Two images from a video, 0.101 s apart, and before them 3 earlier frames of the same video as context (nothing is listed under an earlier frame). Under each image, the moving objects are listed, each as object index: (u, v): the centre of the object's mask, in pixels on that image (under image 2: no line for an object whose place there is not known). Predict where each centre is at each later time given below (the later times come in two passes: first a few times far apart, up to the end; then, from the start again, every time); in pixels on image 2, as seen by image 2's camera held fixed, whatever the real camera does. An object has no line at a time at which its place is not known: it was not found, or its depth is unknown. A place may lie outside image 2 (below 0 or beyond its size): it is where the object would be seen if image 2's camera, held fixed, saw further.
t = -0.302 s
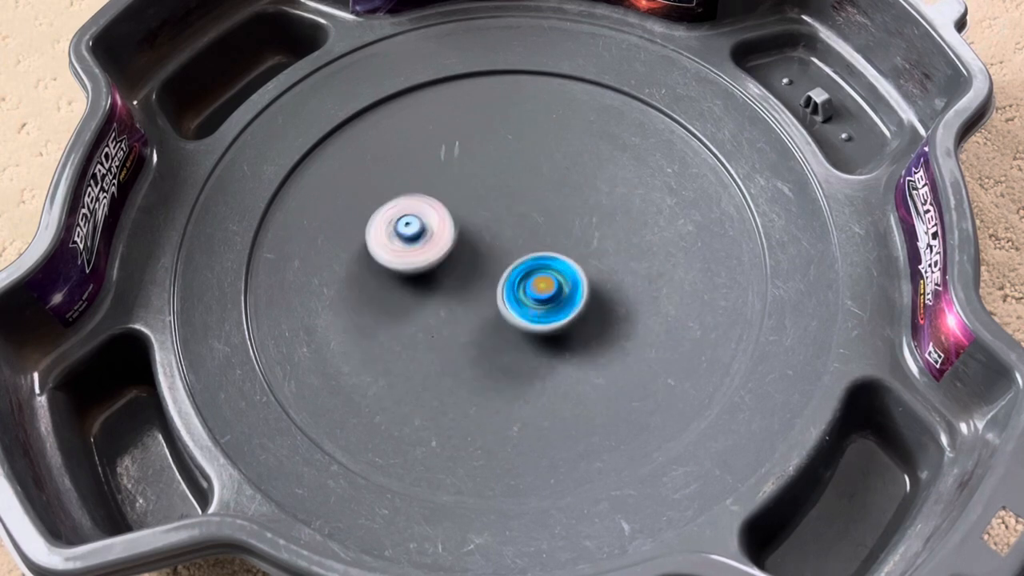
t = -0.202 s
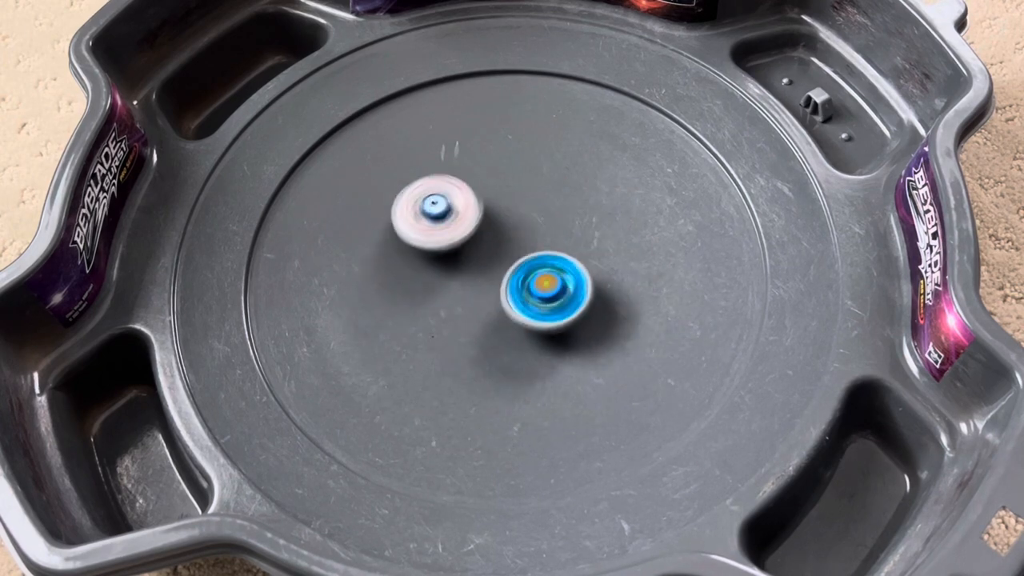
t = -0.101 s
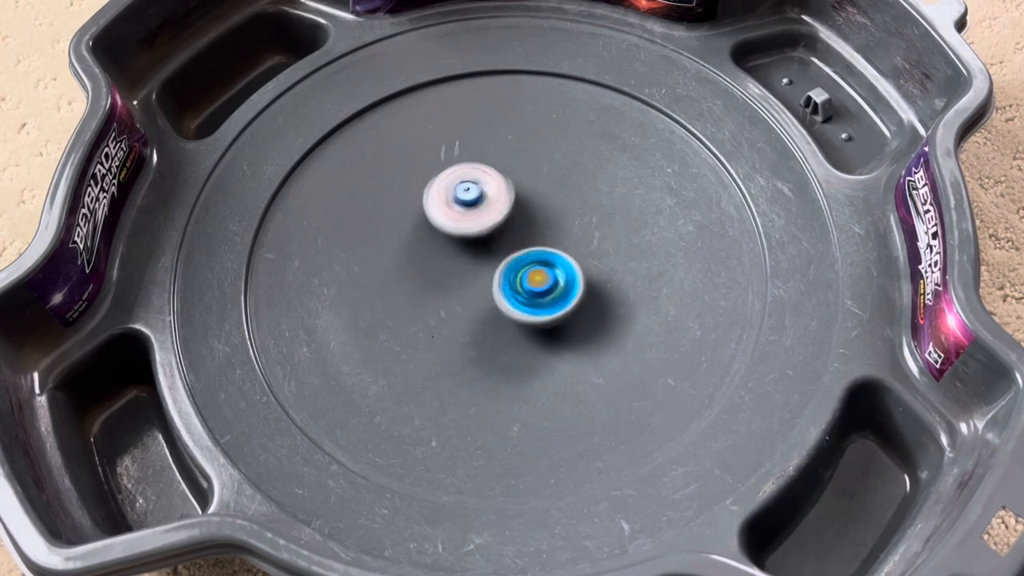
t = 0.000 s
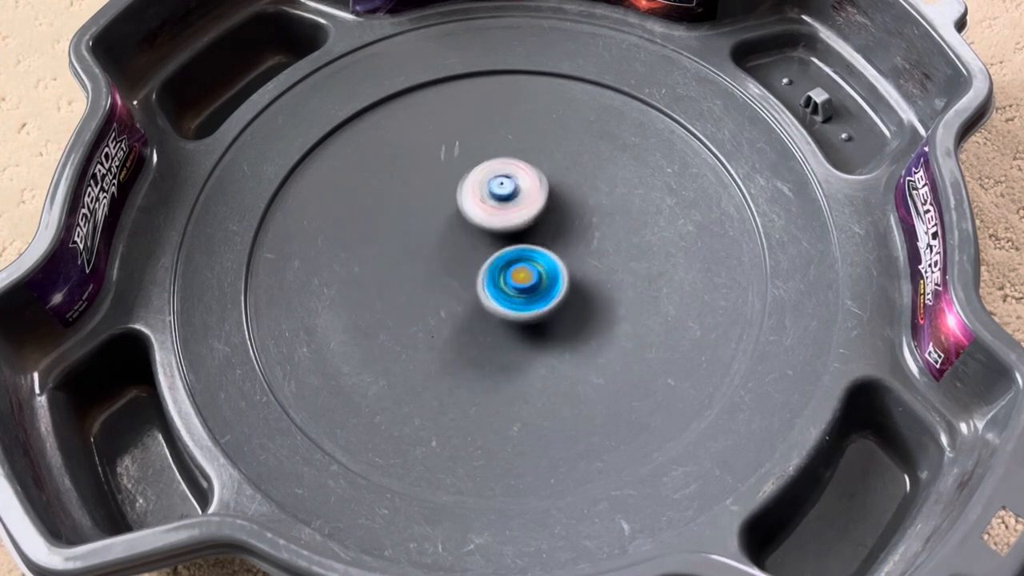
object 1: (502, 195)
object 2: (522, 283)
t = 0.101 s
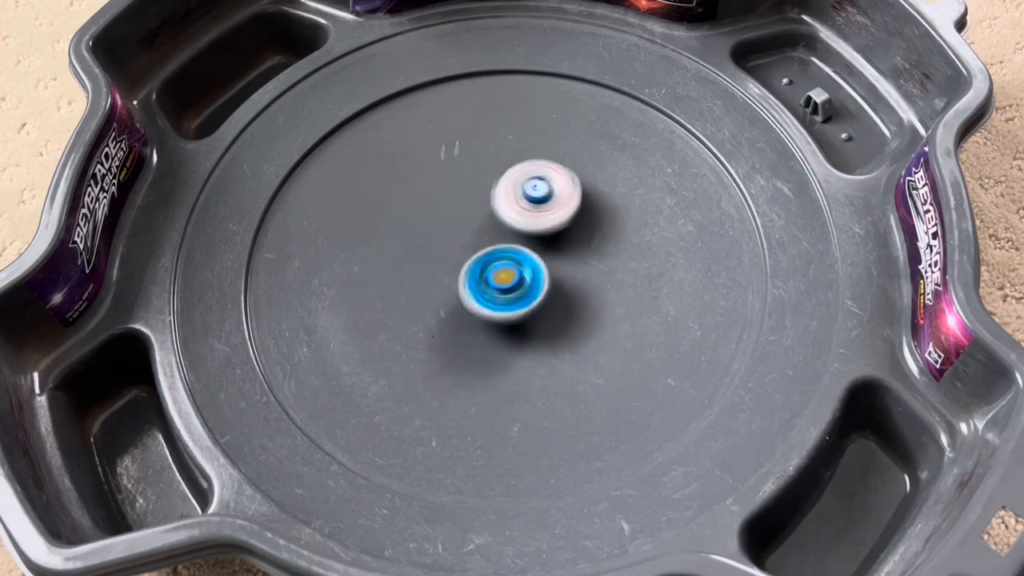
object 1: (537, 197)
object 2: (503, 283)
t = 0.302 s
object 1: (591, 226)
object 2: (473, 290)
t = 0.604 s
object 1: (585, 305)
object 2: (484, 282)
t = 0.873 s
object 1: (545, 354)
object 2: (417, 237)
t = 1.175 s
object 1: (486, 330)
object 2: (410, 223)
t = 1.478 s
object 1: (525, 346)
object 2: (396, 176)
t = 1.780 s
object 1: (532, 288)
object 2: (491, 205)
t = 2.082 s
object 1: (529, 289)
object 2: (556, 196)
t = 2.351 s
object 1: (491, 290)
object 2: (581, 172)
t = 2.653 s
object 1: (453, 286)
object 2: (586, 198)
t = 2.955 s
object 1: (475, 269)
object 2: (567, 248)
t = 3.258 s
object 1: (455, 281)
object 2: (586, 286)
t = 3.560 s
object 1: (463, 273)
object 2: (581, 306)
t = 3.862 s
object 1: (477, 267)
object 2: (582, 295)
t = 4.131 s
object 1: (482, 275)
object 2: (610, 271)
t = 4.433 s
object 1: (433, 296)
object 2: (618, 232)
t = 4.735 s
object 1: (464, 273)
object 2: (597, 215)
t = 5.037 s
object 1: (451, 265)
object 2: (546, 225)
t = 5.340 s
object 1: (423, 268)
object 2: (529, 241)
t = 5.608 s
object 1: (405, 271)
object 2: (564, 267)
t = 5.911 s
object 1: (442, 250)
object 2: (576, 286)
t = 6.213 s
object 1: (474, 213)
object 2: (532, 286)
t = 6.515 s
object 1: (514, 205)
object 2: (513, 272)
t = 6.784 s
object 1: (572, 228)
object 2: (486, 258)
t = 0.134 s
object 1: (547, 199)
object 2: (499, 284)
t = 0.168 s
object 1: (558, 203)
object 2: (493, 284)
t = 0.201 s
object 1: (567, 208)
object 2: (487, 285)
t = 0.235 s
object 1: (576, 213)
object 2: (483, 286)
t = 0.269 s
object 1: (584, 219)
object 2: (477, 288)
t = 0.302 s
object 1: (591, 226)
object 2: (473, 290)
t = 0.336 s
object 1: (596, 234)
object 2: (470, 291)
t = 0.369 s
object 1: (601, 242)
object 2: (469, 293)
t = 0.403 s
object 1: (604, 251)
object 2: (470, 294)
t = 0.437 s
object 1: (605, 261)
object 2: (471, 294)
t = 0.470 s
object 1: (604, 270)
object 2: (474, 294)
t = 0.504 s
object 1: (602, 280)
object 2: (477, 291)
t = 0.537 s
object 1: (598, 289)
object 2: (479, 289)
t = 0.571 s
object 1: (592, 297)
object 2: (482, 285)
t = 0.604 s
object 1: (585, 305)
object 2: (484, 282)
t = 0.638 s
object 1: (576, 312)
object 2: (487, 278)
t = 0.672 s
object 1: (578, 321)
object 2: (476, 268)
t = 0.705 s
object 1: (585, 330)
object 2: (462, 258)
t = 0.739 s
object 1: (584, 337)
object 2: (452, 251)
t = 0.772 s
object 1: (575, 343)
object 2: (442, 246)
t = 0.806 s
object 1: (567, 348)
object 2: (433, 242)
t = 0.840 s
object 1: (556, 352)
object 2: (424, 239)
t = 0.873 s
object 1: (545, 354)
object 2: (417, 237)
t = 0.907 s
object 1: (534, 354)
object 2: (410, 235)
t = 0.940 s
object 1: (522, 352)
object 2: (406, 234)
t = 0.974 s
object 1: (512, 349)
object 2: (403, 234)
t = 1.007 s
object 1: (502, 344)
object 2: (401, 236)
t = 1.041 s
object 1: (492, 339)
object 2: (403, 237)
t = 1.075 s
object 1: (484, 333)
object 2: (407, 240)
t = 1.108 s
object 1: (477, 325)
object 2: (413, 242)
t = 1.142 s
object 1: (471, 317)
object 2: (419, 244)
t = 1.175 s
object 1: (486, 330)
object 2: (410, 223)
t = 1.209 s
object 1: (508, 347)
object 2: (397, 198)
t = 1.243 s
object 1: (527, 358)
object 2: (391, 185)
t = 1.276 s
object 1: (539, 364)
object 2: (388, 178)
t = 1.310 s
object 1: (544, 365)
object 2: (384, 173)
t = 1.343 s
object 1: (543, 366)
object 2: (381, 170)
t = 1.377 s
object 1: (538, 364)
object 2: (380, 168)
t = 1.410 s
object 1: (533, 360)
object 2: (384, 170)
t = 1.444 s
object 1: (528, 354)
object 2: (388, 172)
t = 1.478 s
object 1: (525, 346)
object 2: (396, 176)
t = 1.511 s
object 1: (523, 337)
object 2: (404, 180)
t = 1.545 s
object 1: (522, 329)
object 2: (415, 184)
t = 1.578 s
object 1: (521, 321)
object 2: (426, 189)
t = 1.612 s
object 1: (522, 312)
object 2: (438, 194)
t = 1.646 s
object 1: (522, 304)
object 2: (451, 199)
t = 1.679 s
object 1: (522, 296)
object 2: (462, 205)
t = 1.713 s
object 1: (523, 288)
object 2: (475, 211)
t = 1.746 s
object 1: (527, 285)
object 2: (484, 210)
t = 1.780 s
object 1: (532, 288)
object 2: (491, 205)
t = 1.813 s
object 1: (535, 287)
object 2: (502, 206)
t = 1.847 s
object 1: (538, 288)
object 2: (510, 204)
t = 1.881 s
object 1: (542, 297)
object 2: (516, 198)
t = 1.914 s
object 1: (542, 300)
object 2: (524, 196)
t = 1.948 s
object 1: (540, 301)
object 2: (532, 195)
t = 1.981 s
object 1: (538, 299)
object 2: (539, 194)
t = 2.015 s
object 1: (535, 298)
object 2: (545, 194)
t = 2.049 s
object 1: (532, 293)
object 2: (552, 195)
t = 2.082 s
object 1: (529, 289)
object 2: (556, 196)
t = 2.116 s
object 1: (526, 282)
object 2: (561, 199)
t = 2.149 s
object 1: (525, 279)
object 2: (566, 199)
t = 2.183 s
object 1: (518, 288)
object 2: (575, 188)
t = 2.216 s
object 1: (513, 293)
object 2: (580, 181)
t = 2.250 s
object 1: (506, 293)
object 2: (583, 177)
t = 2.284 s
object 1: (501, 294)
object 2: (584, 174)
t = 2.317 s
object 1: (494, 292)
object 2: (583, 172)
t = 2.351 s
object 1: (491, 290)
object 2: (581, 172)
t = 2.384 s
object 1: (486, 285)
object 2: (576, 176)
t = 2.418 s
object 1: (485, 281)
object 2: (572, 180)
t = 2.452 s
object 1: (484, 274)
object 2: (568, 187)
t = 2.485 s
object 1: (487, 269)
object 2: (563, 194)
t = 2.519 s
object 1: (491, 264)
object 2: (559, 203)
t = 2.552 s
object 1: (481, 270)
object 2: (569, 201)
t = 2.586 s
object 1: (466, 280)
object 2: (579, 197)
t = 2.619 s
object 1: (458, 286)
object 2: (583, 197)
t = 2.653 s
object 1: (453, 286)
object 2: (586, 198)
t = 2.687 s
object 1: (448, 285)
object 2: (588, 201)
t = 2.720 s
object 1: (444, 282)
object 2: (588, 204)
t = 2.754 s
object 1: (442, 279)
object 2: (587, 209)
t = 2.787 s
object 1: (444, 274)
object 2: (587, 214)
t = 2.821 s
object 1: (448, 270)
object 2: (584, 220)
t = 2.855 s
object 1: (454, 268)
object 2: (581, 226)
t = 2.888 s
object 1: (460, 267)
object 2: (577, 233)
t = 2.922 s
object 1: (469, 268)
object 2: (572, 241)
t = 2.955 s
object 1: (475, 269)
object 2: (567, 248)
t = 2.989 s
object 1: (466, 274)
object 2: (577, 251)
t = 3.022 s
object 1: (459, 279)
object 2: (585, 256)
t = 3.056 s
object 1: (455, 283)
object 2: (588, 260)
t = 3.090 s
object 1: (453, 285)
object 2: (590, 265)
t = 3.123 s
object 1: (451, 285)
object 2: (592, 269)
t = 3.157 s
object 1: (451, 285)
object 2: (592, 275)
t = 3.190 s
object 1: (451, 284)
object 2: (591, 278)
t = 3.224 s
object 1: (452, 283)
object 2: (589, 283)
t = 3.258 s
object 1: (455, 281)
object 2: (586, 286)
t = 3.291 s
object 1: (458, 282)
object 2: (582, 291)
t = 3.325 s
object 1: (465, 282)
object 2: (576, 294)
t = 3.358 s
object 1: (470, 282)
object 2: (571, 298)
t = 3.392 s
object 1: (476, 283)
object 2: (565, 301)
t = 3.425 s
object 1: (461, 279)
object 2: (582, 307)
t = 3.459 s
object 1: (461, 278)
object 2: (584, 309)
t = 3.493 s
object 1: (460, 277)
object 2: (585, 309)
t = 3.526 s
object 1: (462, 275)
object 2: (585, 308)
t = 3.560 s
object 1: (463, 273)
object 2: (581, 306)
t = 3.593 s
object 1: (468, 272)
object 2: (577, 304)
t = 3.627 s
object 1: (473, 271)
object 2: (571, 303)
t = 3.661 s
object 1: (478, 271)
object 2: (565, 301)
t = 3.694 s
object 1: (478, 269)
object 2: (568, 301)
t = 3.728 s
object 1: (478, 269)
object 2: (571, 300)
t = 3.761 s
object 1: (481, 269)
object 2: (572, 299)
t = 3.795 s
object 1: (484, 268)
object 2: (570, 296)
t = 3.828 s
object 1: (485, 269)
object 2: (569, 294)
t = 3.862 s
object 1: (477, 267)
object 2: (582, 295)
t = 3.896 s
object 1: (470, 267)
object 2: (593, 294)
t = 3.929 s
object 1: (468, 268)
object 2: (601, 293)
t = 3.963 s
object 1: (471, 269)
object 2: (608, 290)
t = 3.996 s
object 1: (473, 270)
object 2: (613, 287)
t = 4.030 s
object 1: (474, 272)
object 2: (616, 284)
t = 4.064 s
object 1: (477, 272)
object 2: (617, 280)
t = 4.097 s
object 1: (479, 273)
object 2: (615, 276)
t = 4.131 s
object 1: (482, 275)
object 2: (610, 271)
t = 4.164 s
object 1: (486, 275)
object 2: (604, 268)
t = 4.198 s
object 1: (489, 276)
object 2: (597, 265)
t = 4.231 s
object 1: (494, 279)
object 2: (588, 263)
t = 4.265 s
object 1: (494, 281)
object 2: (581, 260)
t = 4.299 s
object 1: (483, 283)
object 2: (589, 255)
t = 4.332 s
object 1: (459, 290)
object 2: (603, 249)
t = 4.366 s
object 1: (443, 294)
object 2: (607, 245)
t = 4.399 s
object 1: (434, 295)
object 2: (611, 239)
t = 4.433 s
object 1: (433, 296)
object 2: (618, 232)
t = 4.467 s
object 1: (434, 293)
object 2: (624, 227)
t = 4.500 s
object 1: (435, 290)
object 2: (627, 223)
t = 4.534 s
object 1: (438, 287)
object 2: (629, 218)
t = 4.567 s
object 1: (443, 284)
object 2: (629, 214)
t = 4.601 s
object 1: (448, 281)
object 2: (626, 212)
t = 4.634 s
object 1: (449, 280)
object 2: (621, 210)
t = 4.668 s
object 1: (455, 279)
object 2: (615, 211)
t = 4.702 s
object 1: (461, 276)
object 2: (607, 213)
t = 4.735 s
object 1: (464, 273)
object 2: (597, 215)
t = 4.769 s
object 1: (467, 272)
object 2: (588, 218)
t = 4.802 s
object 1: (473, 270)
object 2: (579, 221)
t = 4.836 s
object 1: (477, 266)
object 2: (570, 224)
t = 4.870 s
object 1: (478, 264)
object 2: (562, 226)
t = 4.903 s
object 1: (471, 266)
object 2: (560, 226)
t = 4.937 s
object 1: (467, 266)
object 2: (553, 228)
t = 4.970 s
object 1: (462, 266)
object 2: (548, 228)
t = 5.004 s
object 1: (459, 265)
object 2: (544, 227)
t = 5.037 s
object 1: (451, 265)
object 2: (546, 225)
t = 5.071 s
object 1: (447, 265)
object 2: (544, 223)
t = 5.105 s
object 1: (444, 264)
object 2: (544, 222)
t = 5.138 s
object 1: (439, 263)
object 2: (542, 223)
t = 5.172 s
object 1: (433, 263)
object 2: (539, 224)
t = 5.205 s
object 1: (430, 264)
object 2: (538, 227)
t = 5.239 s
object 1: (428, 264)
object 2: (535, 231)
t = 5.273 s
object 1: (425, 264)
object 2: (533, 234)
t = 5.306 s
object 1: (423, 266)
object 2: (531, 237)
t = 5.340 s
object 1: (423, 268)
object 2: (529, 241)
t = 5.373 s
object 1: (424, 269)
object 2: (525, 247)
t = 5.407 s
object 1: (425, 270)
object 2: (522, 251)
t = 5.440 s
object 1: (429, 271)
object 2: (521, 256)
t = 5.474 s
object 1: (425, 270)
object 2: (525, 259)
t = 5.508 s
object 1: (410, 270)
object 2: (543, 262)
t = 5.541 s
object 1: (403, 271)
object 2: (552, 265)
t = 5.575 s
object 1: (401, 271)
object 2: (558, 266)
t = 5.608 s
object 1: (405, 271)
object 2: (564, 267)
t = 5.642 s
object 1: (410, 270)
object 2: (570, 270)
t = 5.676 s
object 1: (415, 268)
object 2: (574, 273)
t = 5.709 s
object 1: (418, 266)
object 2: (578, 275)
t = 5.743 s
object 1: (422, 264)
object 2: (580, 277)
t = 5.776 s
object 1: (426, 263)
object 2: (582, 279)
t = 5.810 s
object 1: (431, 260)
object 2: (582, 281)
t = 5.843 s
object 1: (435, 257)
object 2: (581, 282)
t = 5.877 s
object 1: (438, 253)
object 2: (580, 284)
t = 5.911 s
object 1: (442, 250)
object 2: (576, 286)
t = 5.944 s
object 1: (447, 247)
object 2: (572, 286)
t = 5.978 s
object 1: (452, 244)
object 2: (568, 286)
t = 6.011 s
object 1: (458, 241)
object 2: (563, 286)
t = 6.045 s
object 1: (462, 238)
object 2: (556, 286)
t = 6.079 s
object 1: (468, 235)
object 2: (549, 284)
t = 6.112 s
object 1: (474, 233)
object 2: (542, 283)
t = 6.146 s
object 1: (479, 230)
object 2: (537, 282)
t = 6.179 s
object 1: (477, 222)
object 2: (536, 283)
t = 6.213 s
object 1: (474, 213)
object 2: (532, 286)
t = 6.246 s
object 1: (475, 206)
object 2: (529, 284)
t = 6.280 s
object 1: (479, 203)
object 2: (531, 283)
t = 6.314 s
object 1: (483, 202)
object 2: (530, 284)
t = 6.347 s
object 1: (488, 203)
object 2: (523, 284)
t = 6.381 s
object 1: (492, 204)
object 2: (522, 281)
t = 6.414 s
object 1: (497, 205)
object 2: (522, 280)
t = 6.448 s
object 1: (501, 206)
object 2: (518, 279)
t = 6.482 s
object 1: (506, 207)
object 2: (514, 275)
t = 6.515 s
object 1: (514, 205)
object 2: (513, 272)
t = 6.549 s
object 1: (522, 200)
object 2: (509, 273)
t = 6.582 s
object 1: (530, 199)
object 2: (503, 271)
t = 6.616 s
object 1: (536, 201)
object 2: (500, 269)
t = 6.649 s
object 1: (542, 204)
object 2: (498, 268)
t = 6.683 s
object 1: (546, 210)
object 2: (496, 267)
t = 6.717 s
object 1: (554, 219)
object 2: (494, 263)
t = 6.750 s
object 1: (565, 223)
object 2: (490, 260)
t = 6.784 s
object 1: (572, 228)
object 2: (486, 258)
